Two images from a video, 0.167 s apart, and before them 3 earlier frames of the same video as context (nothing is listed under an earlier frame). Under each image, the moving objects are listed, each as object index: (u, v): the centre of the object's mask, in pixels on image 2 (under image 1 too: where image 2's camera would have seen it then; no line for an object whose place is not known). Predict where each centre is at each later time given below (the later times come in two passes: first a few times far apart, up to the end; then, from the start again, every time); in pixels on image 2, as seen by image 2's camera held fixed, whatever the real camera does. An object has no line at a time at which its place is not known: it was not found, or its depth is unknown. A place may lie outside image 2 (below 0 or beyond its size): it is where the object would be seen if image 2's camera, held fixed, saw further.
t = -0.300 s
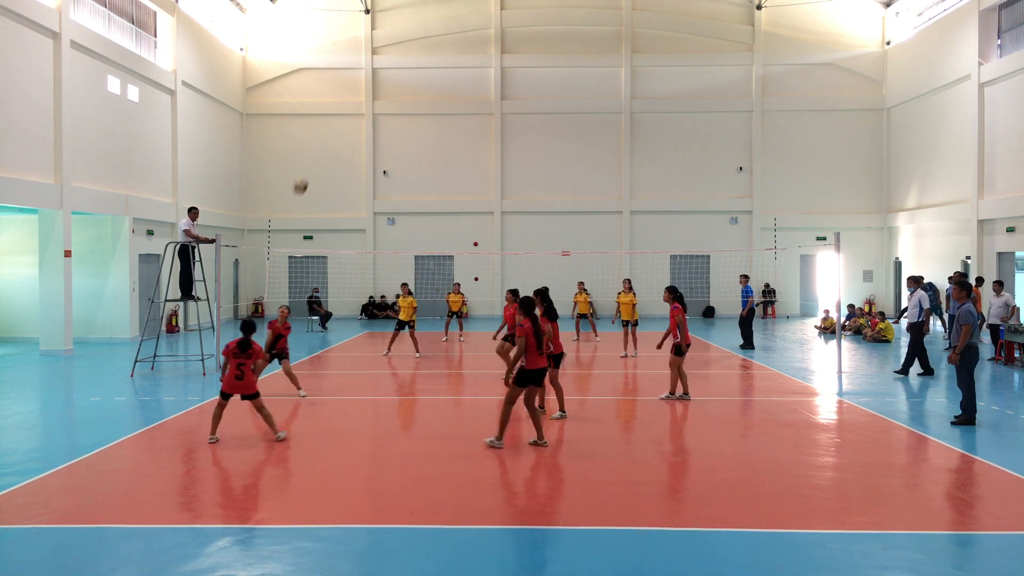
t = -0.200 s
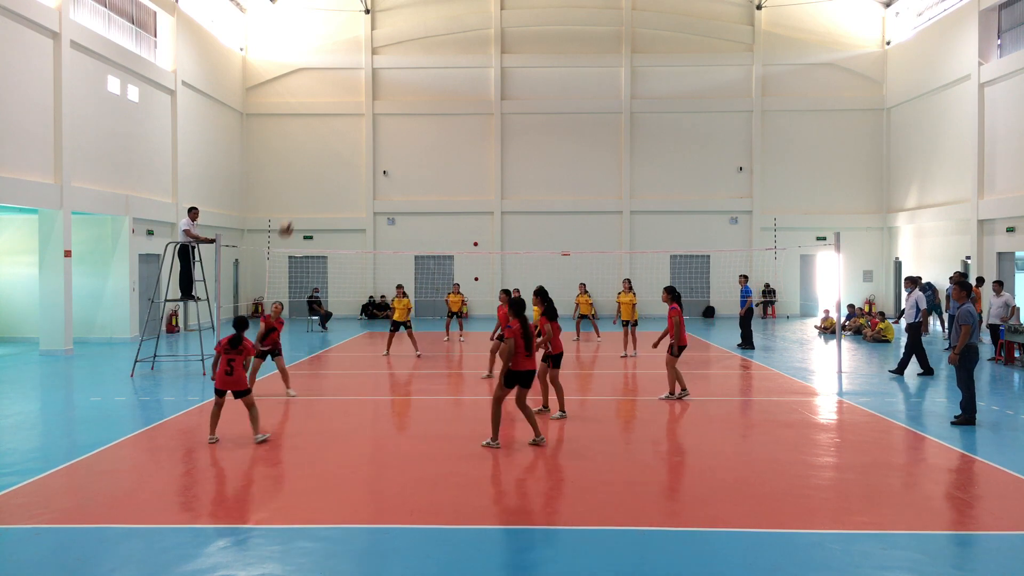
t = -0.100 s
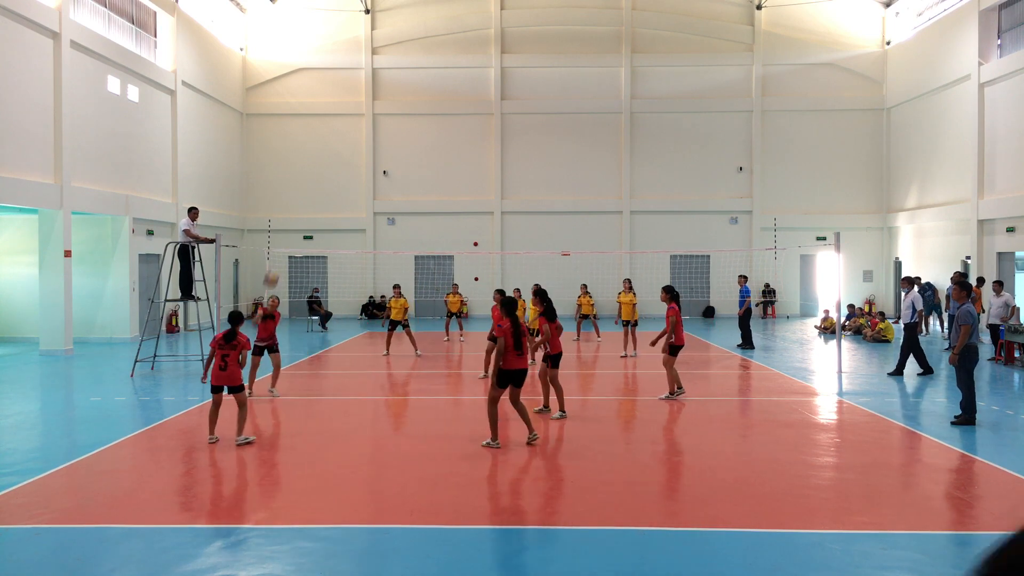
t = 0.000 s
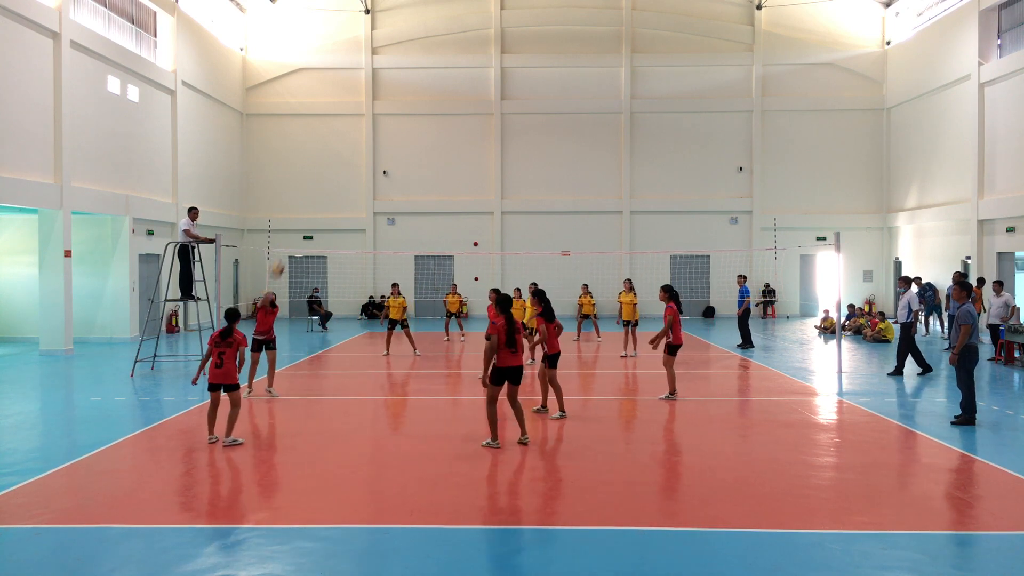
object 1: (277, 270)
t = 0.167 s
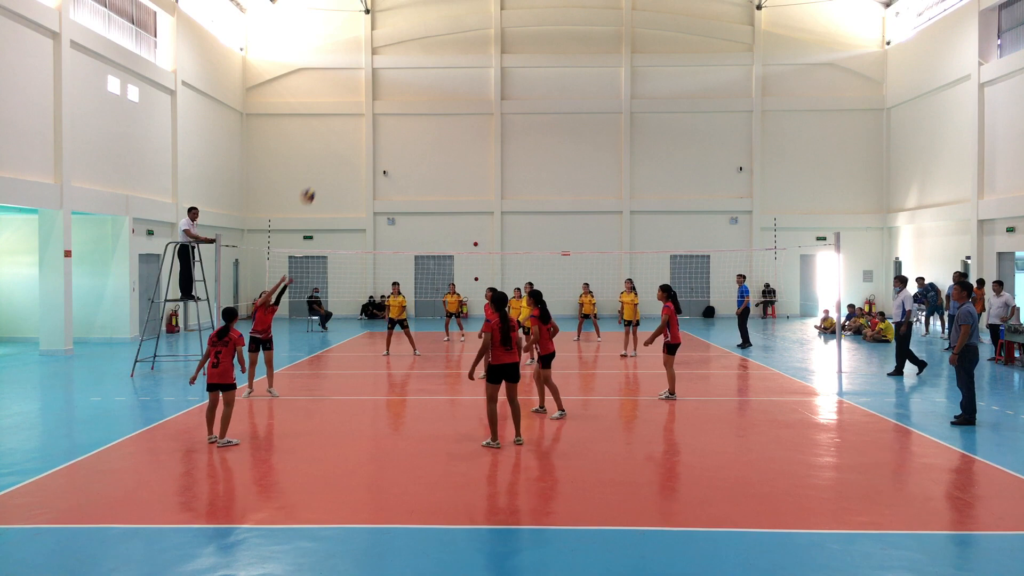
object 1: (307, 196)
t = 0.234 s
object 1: (319, 173)
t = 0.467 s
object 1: (358, 118)
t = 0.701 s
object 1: (395, 99)
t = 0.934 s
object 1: (430, 118)
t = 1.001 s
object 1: (439, 130)
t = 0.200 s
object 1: (313, 184)
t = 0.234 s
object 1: (319, 173)
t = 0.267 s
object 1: (325, 162)
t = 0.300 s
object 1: (331, 153)
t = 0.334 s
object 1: (336, 144)
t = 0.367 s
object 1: (342, 137)
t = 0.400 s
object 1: (347, 130)
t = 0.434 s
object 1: (353, 123)
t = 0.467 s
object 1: (358, 118)
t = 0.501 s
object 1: (364, 113)
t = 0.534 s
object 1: (369, 109)
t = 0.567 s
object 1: (375, 105)
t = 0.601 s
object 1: (379, 102)
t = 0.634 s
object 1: (385, 101)
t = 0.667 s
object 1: (390, 100)
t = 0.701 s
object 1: (395, 99)
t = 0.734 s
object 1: (400, 100)
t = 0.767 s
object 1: (405, 101)
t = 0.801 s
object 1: (410, 103)
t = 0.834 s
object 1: (415, 106)
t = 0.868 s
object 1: (420, 109)
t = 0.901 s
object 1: (425, 113)
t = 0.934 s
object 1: (430, 118)
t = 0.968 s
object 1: (434, 123)
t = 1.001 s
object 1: (439, 130)
